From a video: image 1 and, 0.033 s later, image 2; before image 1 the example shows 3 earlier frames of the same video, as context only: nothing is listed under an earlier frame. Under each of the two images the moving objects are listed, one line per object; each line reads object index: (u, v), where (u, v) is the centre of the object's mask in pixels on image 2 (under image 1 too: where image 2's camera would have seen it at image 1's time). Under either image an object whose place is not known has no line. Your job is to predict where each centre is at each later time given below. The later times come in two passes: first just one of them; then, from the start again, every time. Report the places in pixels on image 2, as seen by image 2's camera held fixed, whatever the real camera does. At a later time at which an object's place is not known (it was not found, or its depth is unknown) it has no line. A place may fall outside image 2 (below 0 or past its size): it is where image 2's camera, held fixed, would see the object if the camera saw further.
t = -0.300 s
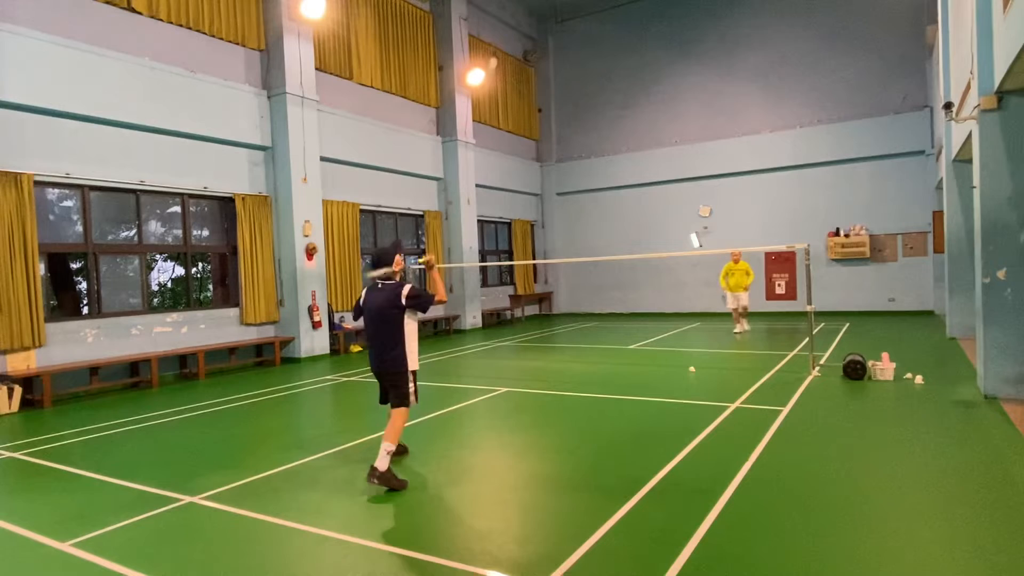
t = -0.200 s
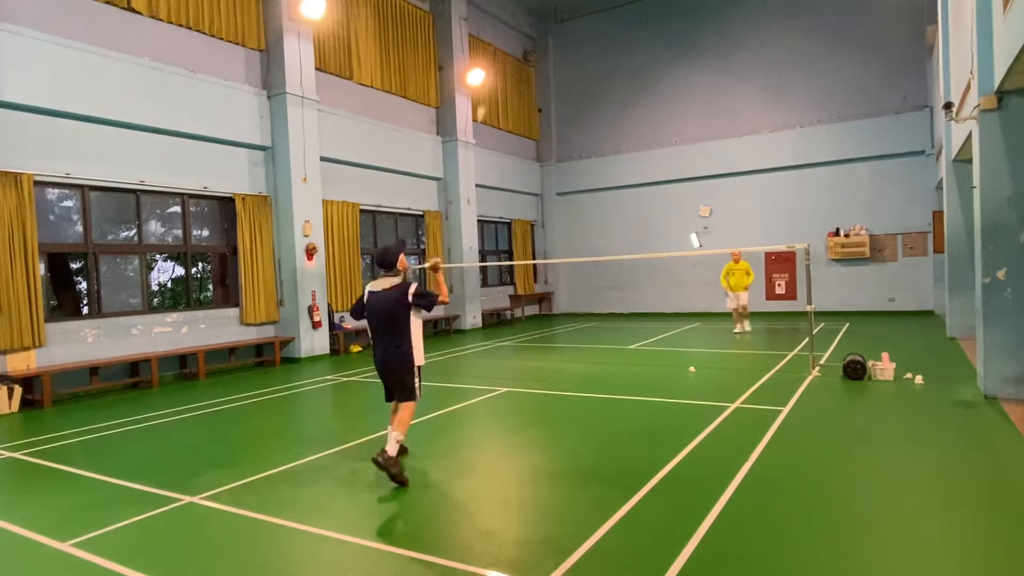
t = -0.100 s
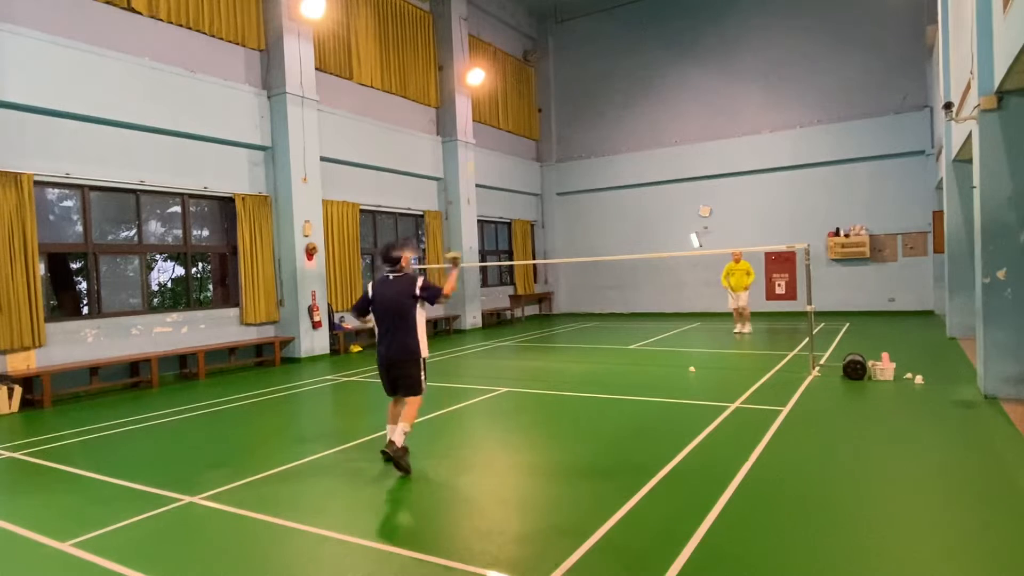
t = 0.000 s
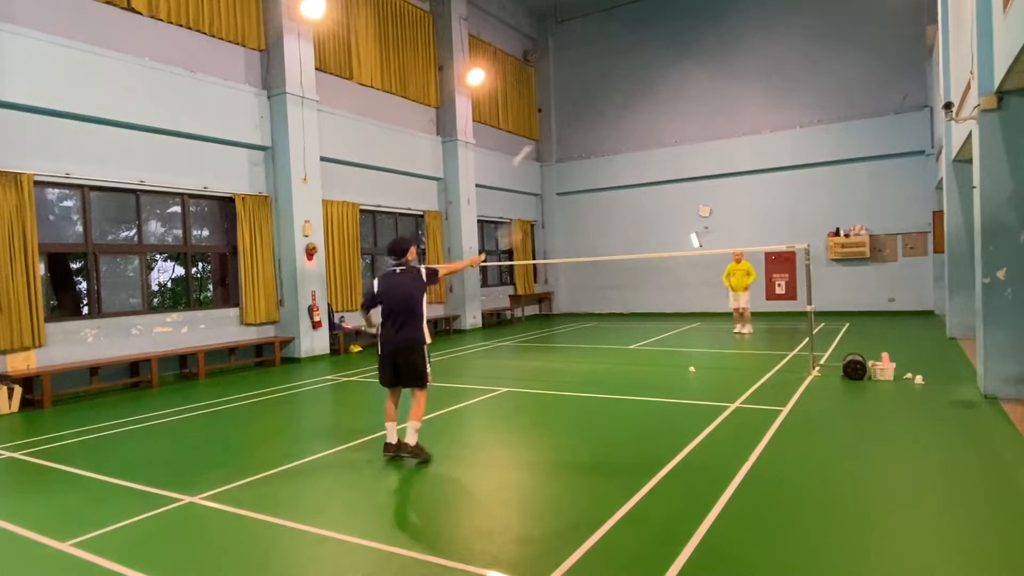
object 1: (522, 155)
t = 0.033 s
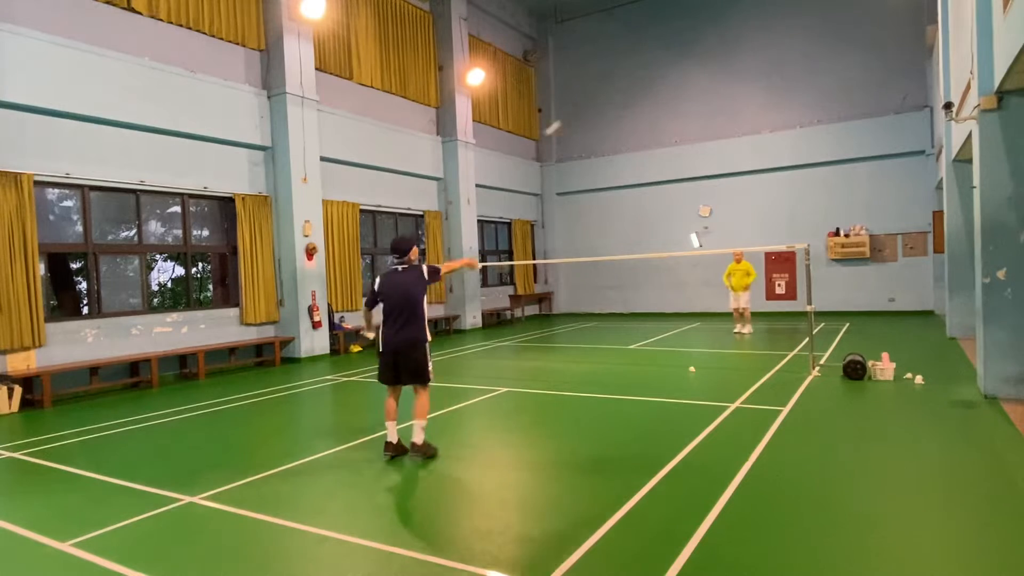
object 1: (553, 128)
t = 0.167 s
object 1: (620, 75)
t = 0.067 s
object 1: (576, 109)
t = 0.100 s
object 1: (593, 95)
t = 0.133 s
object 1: (608, 84)
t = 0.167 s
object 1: (620, 75)
